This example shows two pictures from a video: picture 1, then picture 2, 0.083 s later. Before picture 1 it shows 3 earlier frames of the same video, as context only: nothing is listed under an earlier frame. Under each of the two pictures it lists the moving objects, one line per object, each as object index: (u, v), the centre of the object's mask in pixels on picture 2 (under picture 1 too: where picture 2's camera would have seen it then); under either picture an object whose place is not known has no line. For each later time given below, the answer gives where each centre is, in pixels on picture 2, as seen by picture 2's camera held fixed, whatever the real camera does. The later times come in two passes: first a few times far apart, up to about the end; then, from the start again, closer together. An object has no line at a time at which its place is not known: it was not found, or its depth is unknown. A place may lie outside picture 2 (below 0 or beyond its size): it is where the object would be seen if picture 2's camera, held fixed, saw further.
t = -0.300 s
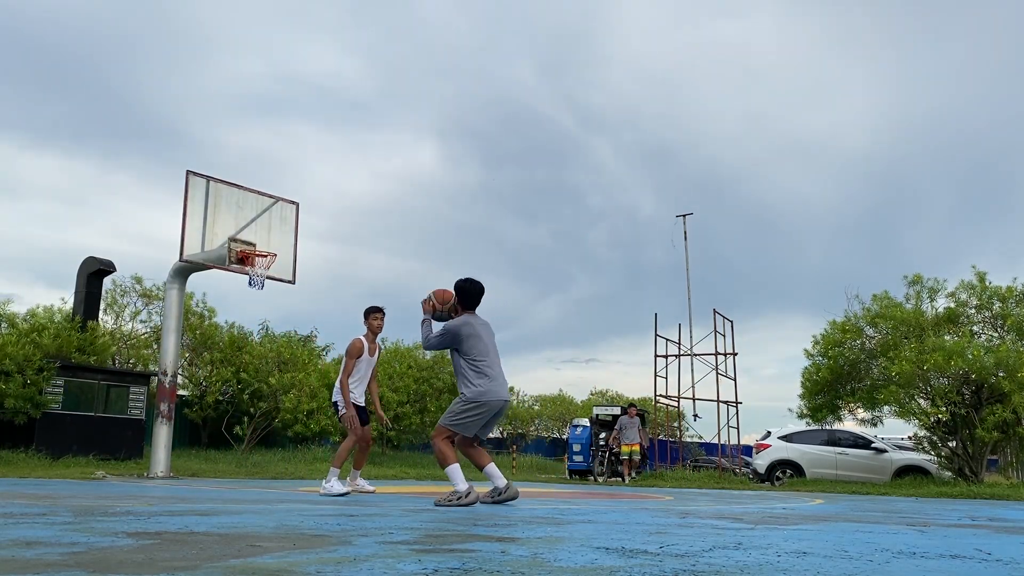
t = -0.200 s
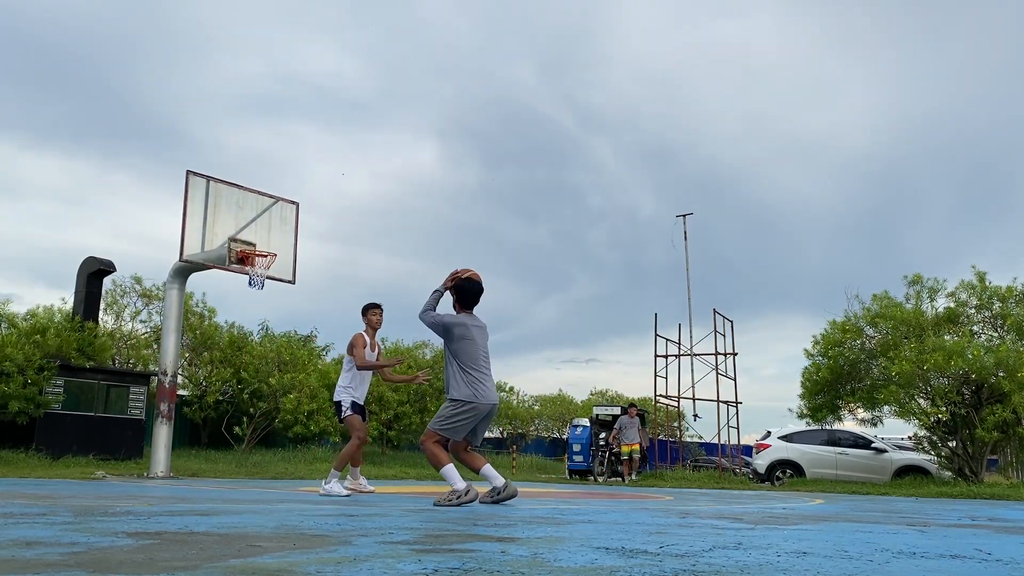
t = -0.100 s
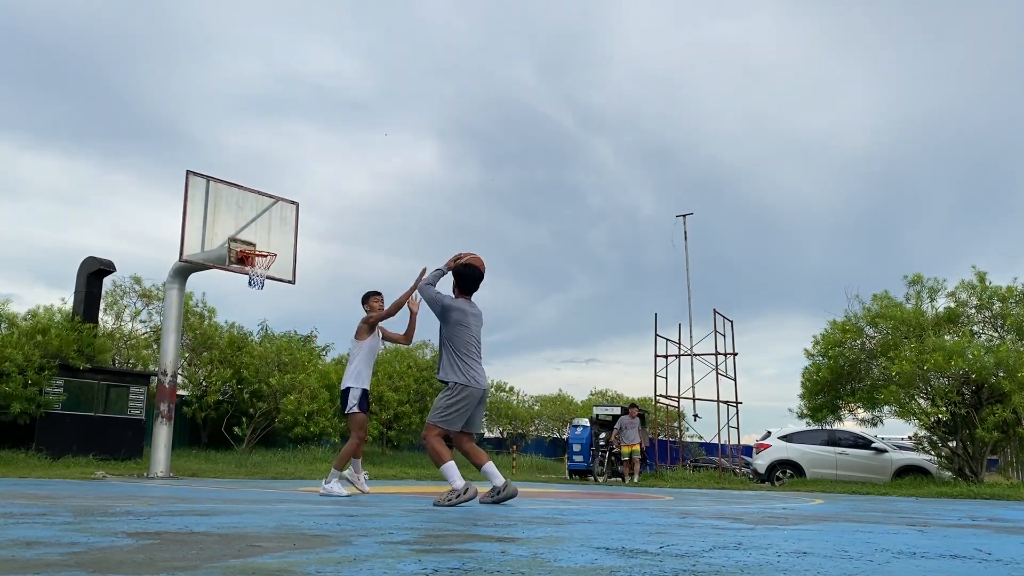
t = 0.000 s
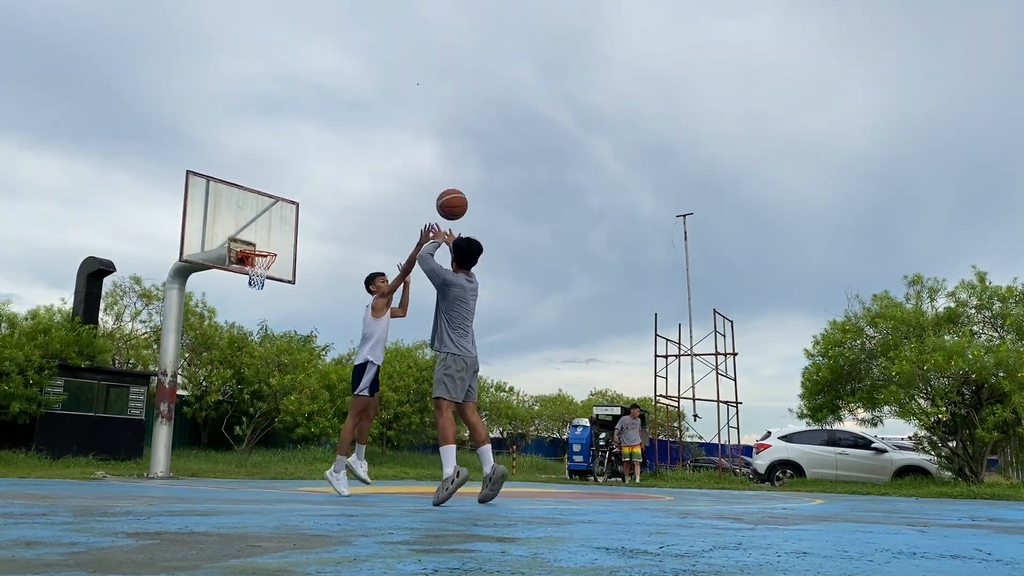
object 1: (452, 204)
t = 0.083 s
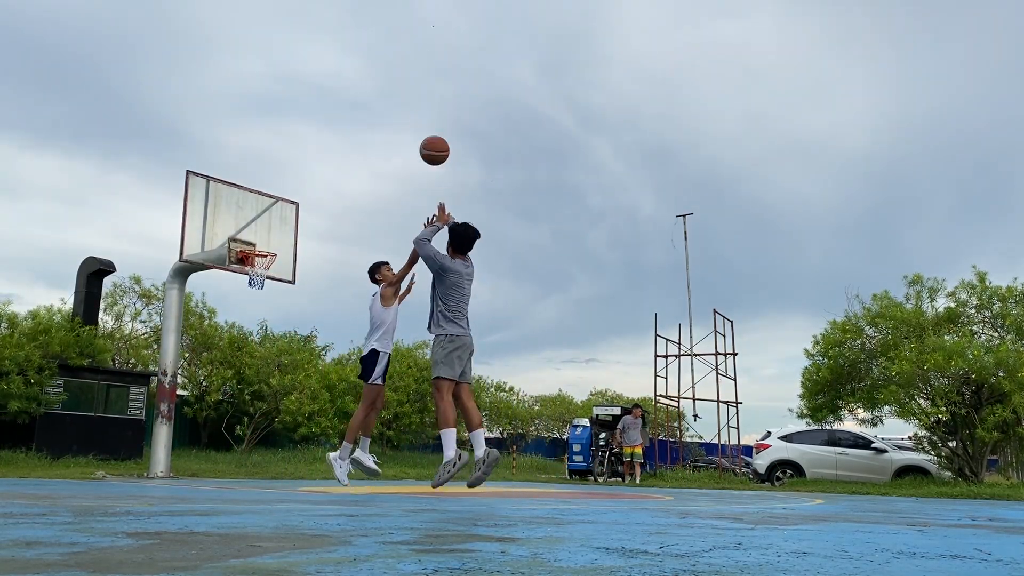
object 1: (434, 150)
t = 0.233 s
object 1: (407, 85)
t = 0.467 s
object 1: (371, 44)
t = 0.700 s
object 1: (339, 55)
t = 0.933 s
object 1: (309, 104)
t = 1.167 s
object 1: (282, 183)
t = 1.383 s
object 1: (255, 262)
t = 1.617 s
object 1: (252, 302)
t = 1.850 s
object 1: (249, 375)
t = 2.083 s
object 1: (244, 460)
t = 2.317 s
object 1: (245, 379)
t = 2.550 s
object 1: (240, 338)
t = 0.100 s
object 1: (431, 141)
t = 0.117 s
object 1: (428, 133)
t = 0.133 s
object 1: (425, 125)
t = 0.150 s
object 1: (422, 117)
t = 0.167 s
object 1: (419, 110)
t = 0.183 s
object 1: (416, 103)
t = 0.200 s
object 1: (413, 97)
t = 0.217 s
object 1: (410, 91)
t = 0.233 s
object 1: (407, 85)
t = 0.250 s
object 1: (404, 80)
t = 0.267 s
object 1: (401, 76)
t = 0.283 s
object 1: (399, 71)
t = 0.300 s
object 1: (396, 67)
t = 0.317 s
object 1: (393, 64)
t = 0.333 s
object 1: (391, 60)
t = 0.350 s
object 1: (388, 57)
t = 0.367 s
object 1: (385, 55)
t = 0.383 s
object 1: (383, 52)
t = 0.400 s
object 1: (380, 50)
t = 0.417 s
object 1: (378, 48)
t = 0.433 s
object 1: (376, 47)
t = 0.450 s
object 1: (373, 45)
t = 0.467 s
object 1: (371, 44)
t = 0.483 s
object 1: (368, 44)
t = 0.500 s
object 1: (366, 43)
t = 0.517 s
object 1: (364, 43)
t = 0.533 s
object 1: (361, 43)
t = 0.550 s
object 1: (359, 43)
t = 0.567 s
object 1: (357, 43)
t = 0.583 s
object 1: (354, 44)
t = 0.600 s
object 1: (352, 45)
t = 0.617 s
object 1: (350, 46)
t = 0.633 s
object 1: (348, 47)
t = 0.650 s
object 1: (345, 49)
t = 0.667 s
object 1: (343, 51)
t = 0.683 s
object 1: (341, 53)
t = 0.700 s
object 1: (339, 55)
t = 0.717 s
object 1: (337, 57)
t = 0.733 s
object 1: (334, 60)
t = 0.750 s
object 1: (332, 62)
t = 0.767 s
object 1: (330, 65)
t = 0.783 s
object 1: (328, 68)
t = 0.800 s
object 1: (326, 72)
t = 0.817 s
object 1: (324, 75)
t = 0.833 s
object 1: (322, 79)
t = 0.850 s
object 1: (320, 82)
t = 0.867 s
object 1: (318, 86)
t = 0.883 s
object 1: (316, 90)
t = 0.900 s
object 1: (313, 95)
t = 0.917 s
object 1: (311, 99)
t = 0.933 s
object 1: (309, 104)
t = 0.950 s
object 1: (307, 108)
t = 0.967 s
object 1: (305, 113)
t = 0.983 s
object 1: (303, 118)
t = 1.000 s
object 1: (301, 123)
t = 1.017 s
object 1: (299, 129)
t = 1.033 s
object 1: (297, 134)
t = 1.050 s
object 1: (295, 140)
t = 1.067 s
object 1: (293, 146)
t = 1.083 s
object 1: (291, 151)
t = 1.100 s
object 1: (289, 157)
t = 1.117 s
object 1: (288, 163)
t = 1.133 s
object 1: (286, 170)
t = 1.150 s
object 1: (284, 176)
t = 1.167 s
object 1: (282, 183)
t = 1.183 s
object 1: (280, 189)
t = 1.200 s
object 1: (278, 196)
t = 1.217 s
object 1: (276, 203)
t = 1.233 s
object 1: (274, 210)
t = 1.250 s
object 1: (272, 218)
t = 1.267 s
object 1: (270, 225)
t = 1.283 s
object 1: (268, 232)
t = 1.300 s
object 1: (266, 240)
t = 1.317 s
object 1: (265, 246)
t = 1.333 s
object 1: (263, 253)
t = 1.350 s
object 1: (260, 261)
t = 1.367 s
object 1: (258, 263)
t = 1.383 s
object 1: (255, 262)
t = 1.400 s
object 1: (255, 268)
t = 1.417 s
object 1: (251, 262)
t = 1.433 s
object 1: (253, 275)
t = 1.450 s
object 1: (252, 275)
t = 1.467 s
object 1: (251, 276)
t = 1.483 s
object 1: (251, 277)
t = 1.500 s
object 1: (251, 280)
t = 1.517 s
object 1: (251, 282)
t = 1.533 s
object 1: (251, 285)
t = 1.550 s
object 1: (251, 288)
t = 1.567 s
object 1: (251, 291)
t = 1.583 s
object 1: (251, 295)
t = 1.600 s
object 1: (252, 298)
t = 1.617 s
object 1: (252, 302)
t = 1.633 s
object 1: (252, 306)
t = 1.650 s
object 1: (251, 310)
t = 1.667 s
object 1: (251, 314)
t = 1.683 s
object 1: (251, 319)
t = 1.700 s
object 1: (251, 323)
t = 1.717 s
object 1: (251, 328)
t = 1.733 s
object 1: (251, 333)
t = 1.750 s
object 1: (251, 338)
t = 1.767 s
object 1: (251, 345)
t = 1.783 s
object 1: (250, 350)
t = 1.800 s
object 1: (249, 356)
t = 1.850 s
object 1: (249, 375)
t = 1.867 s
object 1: (248, 382)
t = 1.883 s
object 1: (248, 389)
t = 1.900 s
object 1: (248, 397)
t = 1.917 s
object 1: (247, 404)
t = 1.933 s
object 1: (247, 412)
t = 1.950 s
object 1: (247, 420)
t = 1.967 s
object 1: (246, 428)
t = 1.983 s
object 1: (246, 436)
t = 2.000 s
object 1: (245, 446)
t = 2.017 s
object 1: (245, 455)
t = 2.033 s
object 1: (244, 464)
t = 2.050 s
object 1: (243, 473)
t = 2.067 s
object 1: (244, 468)
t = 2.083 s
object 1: (244, 460)
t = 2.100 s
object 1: (244, 453)
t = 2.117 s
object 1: (244, 446)
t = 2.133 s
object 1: (244, 439)
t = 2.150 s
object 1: (244, 433)
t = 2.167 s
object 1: (245, 426)
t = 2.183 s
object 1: (244, 420)
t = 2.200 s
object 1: (244, 415)
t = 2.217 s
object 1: (244, 409)
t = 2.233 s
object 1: (244, 403)
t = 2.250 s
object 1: (244, 398)
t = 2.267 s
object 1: (244, 392)
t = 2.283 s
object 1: (244, 388)
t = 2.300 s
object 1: (244, 383)
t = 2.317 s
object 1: (245, 379)
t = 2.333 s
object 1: (244, 375)
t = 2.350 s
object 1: (244, 370)
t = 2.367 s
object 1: (244, 367)
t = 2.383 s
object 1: (244, 363)
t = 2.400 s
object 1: (243, 359)
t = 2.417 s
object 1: (243, 356)
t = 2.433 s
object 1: (243, 353)
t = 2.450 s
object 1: (242, 351)
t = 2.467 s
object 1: (241, 348)
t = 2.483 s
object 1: (240, 345)
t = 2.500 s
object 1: (241, 343)
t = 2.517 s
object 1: (240, 341)
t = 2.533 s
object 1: (240, 340)
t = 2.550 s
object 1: (240, 338)
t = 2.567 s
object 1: (239, 336)
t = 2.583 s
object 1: (239, 335)
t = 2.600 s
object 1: (238, 334)
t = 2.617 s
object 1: (238, 334)
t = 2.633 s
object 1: (238, 333)
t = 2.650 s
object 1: (237, 333)
